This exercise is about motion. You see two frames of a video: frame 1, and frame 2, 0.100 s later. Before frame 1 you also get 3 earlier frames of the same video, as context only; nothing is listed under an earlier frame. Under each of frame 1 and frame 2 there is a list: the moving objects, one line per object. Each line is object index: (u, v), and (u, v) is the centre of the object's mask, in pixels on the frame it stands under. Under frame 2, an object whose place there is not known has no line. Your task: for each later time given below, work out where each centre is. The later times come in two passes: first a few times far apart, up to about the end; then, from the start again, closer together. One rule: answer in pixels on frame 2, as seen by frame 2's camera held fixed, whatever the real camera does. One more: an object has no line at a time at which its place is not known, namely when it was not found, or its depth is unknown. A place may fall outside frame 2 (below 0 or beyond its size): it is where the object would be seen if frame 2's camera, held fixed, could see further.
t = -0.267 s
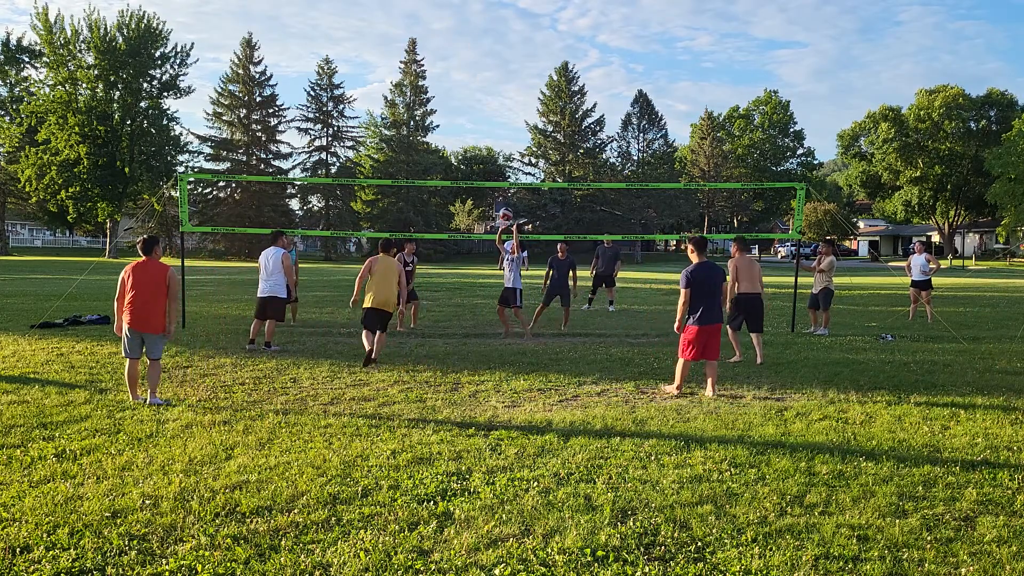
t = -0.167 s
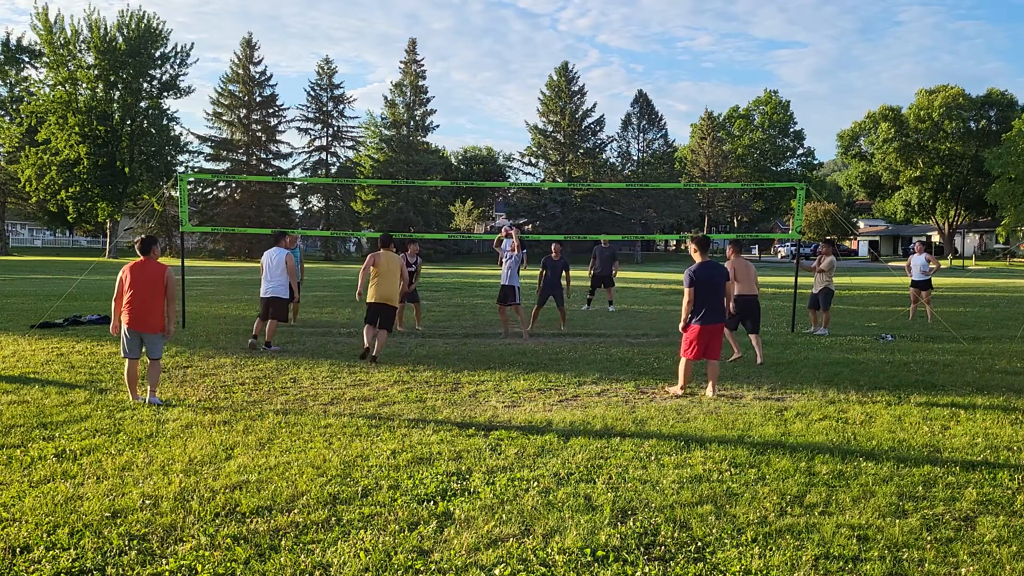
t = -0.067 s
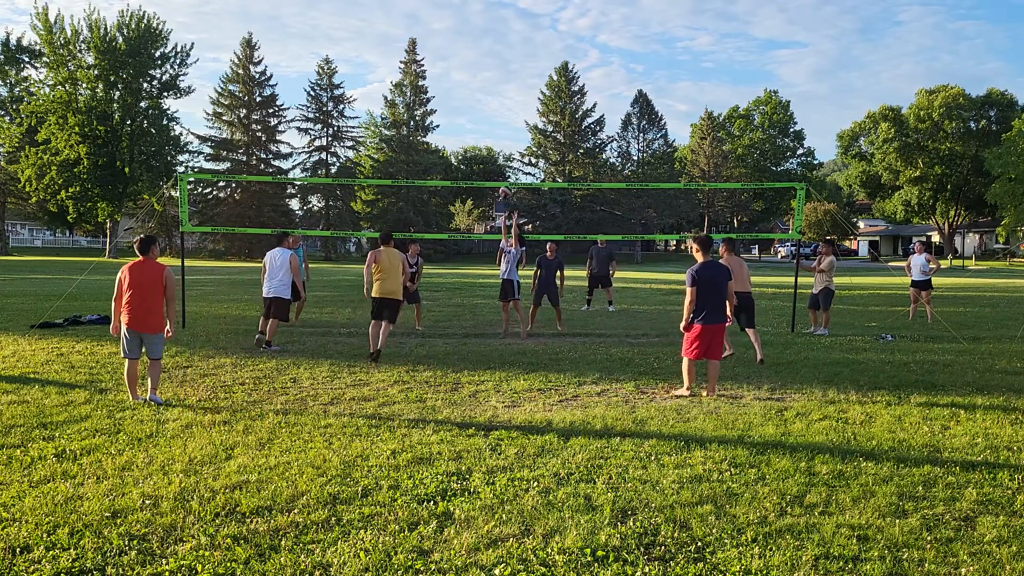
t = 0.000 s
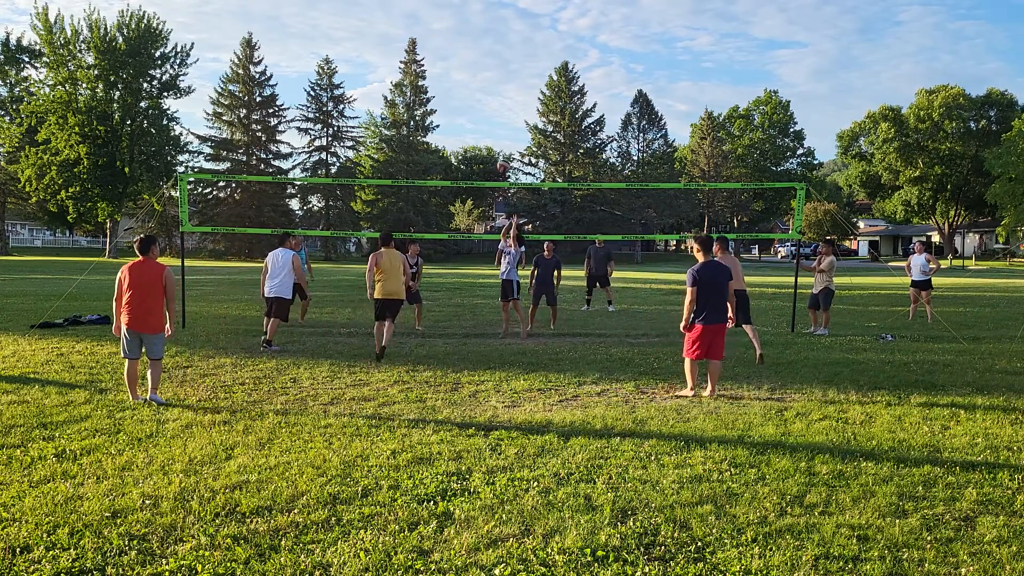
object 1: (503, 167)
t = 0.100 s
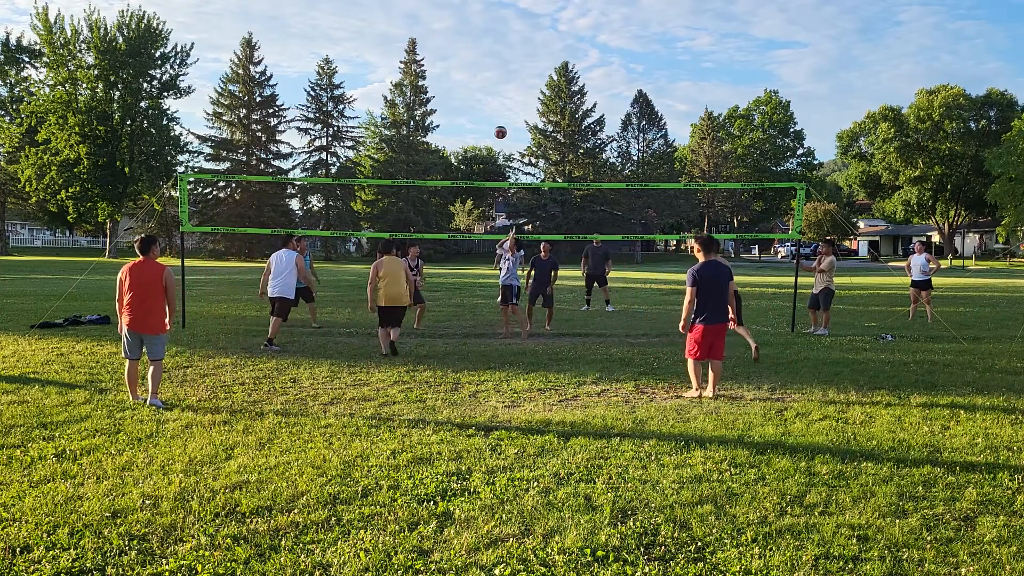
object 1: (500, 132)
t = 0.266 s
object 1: (495, 90)
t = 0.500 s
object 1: (487, 61)
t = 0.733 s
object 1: (479, 66)
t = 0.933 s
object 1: (472, 98)
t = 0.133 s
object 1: (499, 122)
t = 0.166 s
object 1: (498, 113)
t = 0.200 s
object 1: (497, 105)
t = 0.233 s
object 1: (496, 97)
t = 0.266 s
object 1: (495, 90)
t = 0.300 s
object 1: (494, 84)
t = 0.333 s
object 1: (493, 78)
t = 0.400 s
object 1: (490, 69)
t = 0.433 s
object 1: (489, 66)
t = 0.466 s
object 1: (488, 63)
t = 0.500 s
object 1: (487, 61)
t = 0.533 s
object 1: (486, 60)
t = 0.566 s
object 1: (485, 59)
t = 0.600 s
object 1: (484, 59)
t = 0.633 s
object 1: (483, 60)
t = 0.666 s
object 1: (482, 61)
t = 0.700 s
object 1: (480, 64)
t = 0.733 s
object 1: (479, 66)
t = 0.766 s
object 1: (478, 70)
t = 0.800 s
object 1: (477, 74)
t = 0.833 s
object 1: (476, 79)
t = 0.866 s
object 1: (474, 85)
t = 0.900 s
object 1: (473, 91)
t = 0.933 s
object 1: (472, 98)
